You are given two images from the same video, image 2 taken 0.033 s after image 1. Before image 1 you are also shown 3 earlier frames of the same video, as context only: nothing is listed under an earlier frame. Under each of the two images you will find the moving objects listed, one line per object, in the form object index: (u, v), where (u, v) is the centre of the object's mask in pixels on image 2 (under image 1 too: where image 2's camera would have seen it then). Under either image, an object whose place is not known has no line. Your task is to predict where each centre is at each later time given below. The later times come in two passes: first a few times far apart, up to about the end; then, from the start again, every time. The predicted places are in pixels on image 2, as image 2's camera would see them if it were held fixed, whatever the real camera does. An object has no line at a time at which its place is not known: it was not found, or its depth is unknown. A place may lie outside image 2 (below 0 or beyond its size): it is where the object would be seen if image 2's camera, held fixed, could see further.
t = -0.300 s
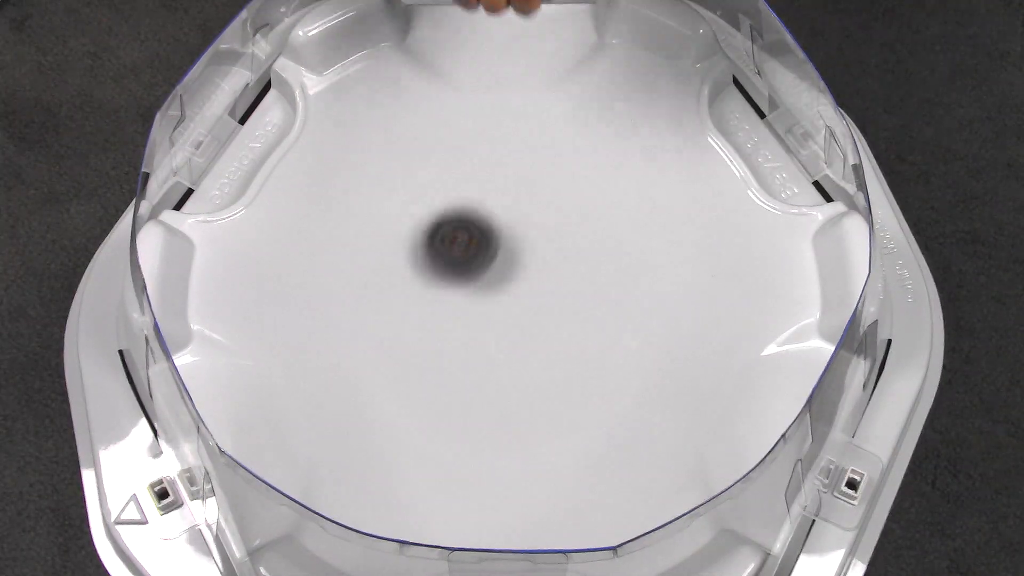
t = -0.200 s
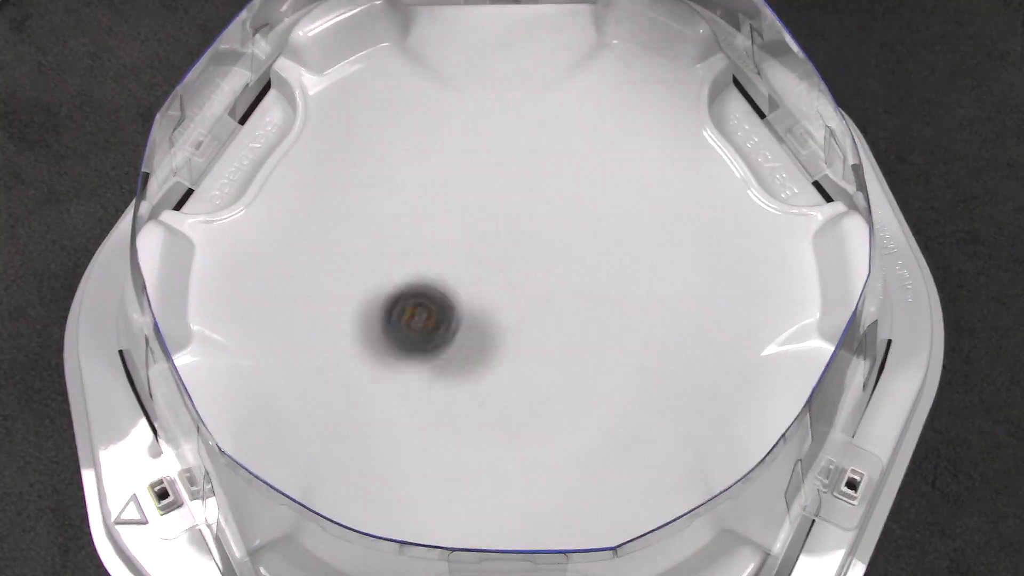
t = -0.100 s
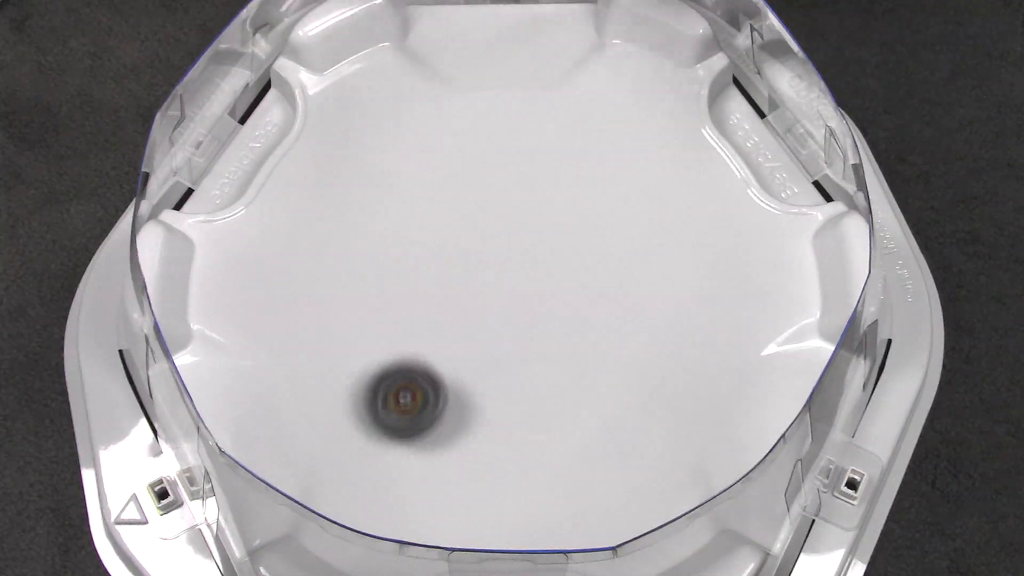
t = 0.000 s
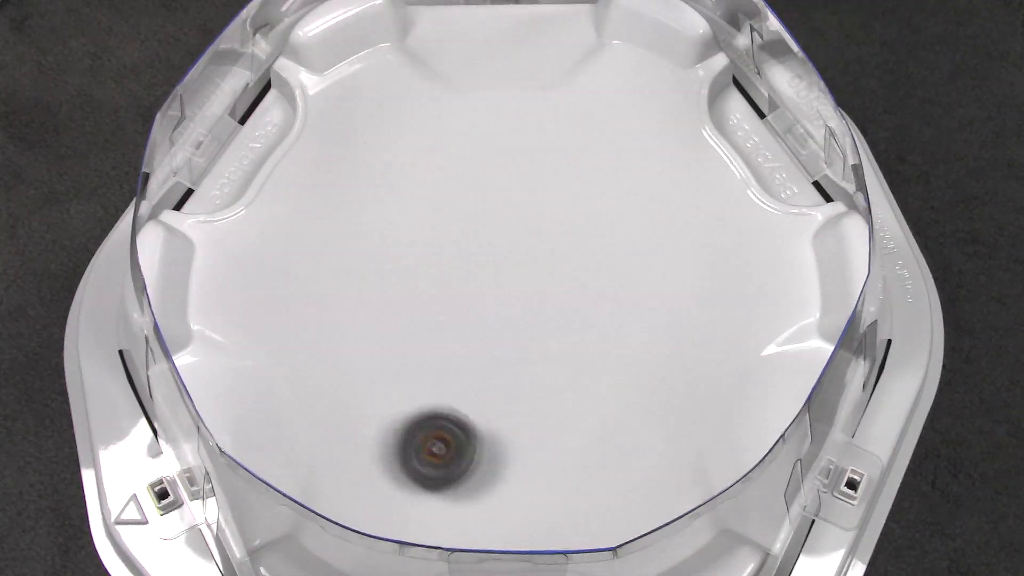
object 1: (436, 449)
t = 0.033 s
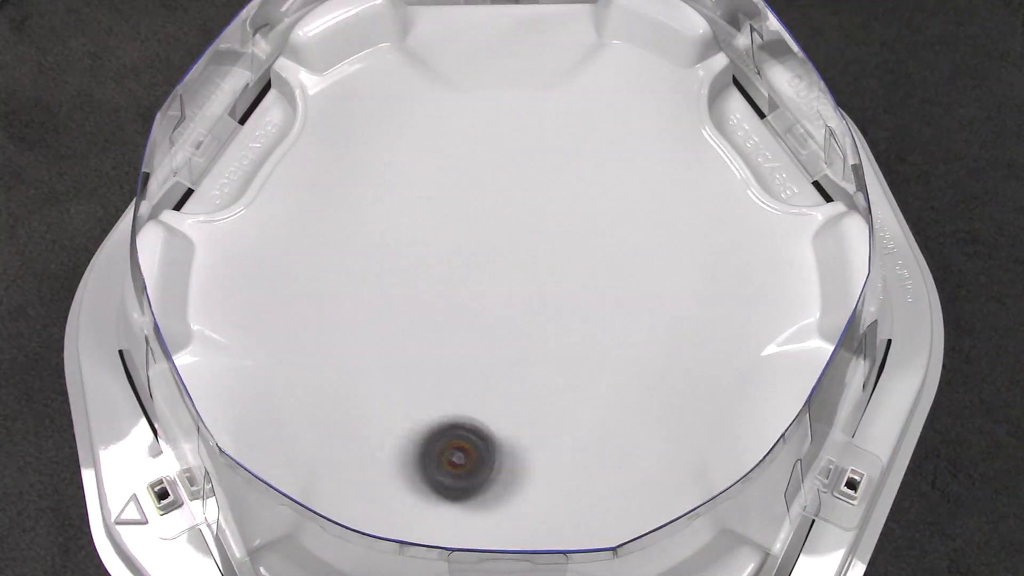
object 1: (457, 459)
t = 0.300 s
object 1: (687, 376)
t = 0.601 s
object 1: (576, 116)
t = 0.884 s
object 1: (287, 158)
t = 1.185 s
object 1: (254, 466)
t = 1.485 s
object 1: (505, 483)
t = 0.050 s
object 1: (469, 463)
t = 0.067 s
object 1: (481, 466)
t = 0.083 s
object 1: (495, 467)
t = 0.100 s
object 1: (509, 468)
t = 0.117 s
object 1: (525, 468)
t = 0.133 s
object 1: (541, 467)
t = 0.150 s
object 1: (558, 465)
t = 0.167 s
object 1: (575, 461)
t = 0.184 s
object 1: (593, 455)
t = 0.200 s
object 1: (609, 448)
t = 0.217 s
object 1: (625, 439)
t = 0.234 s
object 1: (640, 429)
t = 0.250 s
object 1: (654, 417)
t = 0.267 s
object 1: (667, 405)
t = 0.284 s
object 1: (678, 391)
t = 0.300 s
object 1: (687, 376)
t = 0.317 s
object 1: (696, 361)
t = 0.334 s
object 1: (702, 345)
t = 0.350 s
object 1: (706, 328)
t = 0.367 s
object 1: (708, 312)
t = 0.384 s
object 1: (709, 295)
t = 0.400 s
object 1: (707, 279)
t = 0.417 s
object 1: (705, 262)
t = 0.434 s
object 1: (699, 245)
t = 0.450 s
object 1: (693, 229)
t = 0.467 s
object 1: (684, 213)
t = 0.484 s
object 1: (676, 198)
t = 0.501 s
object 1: (665, 183)
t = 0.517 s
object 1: (653, 169)
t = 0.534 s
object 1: (639, 156)
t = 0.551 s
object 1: (625, 144)
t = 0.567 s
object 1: (609, 134)
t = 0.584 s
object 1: (593, 124)
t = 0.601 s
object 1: (576, 116)
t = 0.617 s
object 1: (559, 108)
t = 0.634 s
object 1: (541, 102)
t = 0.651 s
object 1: (521, 97)
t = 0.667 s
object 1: (503, 94)
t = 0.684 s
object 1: (485, 92)
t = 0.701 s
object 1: (467, 91)
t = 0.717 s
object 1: (448, 91)
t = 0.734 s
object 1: (430, 92)
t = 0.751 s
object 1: (412, 95)
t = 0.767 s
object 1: (395, 99)
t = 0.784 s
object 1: (378, 104)
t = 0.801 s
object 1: (362, 110)
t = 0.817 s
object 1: (346, 117)
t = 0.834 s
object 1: (330, 126)
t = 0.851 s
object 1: (315, 136)
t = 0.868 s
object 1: (301, 147)
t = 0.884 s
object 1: (287, 158)
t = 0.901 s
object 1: (272, 173)
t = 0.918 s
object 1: (260, 188)
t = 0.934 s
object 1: (249, 204)
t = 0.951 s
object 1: (239, 221)
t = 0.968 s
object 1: (231, 239)
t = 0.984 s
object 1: (220, 259)
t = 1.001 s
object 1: (213, 277)
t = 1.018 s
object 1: (208, 296)
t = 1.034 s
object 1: (205, 316)
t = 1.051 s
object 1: (207, 338)
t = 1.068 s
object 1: (210, 358)
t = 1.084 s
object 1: (216, 384)
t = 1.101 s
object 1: (220, 396)
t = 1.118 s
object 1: (227, 411)
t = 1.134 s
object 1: (233, 426)
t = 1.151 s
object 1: (238, 442)
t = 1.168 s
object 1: (246, 455)
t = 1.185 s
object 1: (254, 466)
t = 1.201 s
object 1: (264, 475)
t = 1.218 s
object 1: (277, 485)
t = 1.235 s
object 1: (289, 491)
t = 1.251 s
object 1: (300, 493)
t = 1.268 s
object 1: (309, 495)
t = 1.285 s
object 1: (319, 496)
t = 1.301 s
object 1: (329, 498)
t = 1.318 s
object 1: (341, 499)
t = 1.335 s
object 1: (354, 500)
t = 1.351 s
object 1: (369, 500)
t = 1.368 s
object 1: (383, 499)
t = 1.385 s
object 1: (398, 499)
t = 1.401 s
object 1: (414, 498)
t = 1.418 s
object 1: (431, 497)
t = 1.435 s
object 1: (449, 494)
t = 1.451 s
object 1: (467, 492)
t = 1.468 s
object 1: (486, 488)
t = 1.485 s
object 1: (505, 483)
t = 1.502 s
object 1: (523, 478)
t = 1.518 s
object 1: (544, 472)
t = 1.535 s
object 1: (563, 464)
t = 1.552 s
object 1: (583, 455)
